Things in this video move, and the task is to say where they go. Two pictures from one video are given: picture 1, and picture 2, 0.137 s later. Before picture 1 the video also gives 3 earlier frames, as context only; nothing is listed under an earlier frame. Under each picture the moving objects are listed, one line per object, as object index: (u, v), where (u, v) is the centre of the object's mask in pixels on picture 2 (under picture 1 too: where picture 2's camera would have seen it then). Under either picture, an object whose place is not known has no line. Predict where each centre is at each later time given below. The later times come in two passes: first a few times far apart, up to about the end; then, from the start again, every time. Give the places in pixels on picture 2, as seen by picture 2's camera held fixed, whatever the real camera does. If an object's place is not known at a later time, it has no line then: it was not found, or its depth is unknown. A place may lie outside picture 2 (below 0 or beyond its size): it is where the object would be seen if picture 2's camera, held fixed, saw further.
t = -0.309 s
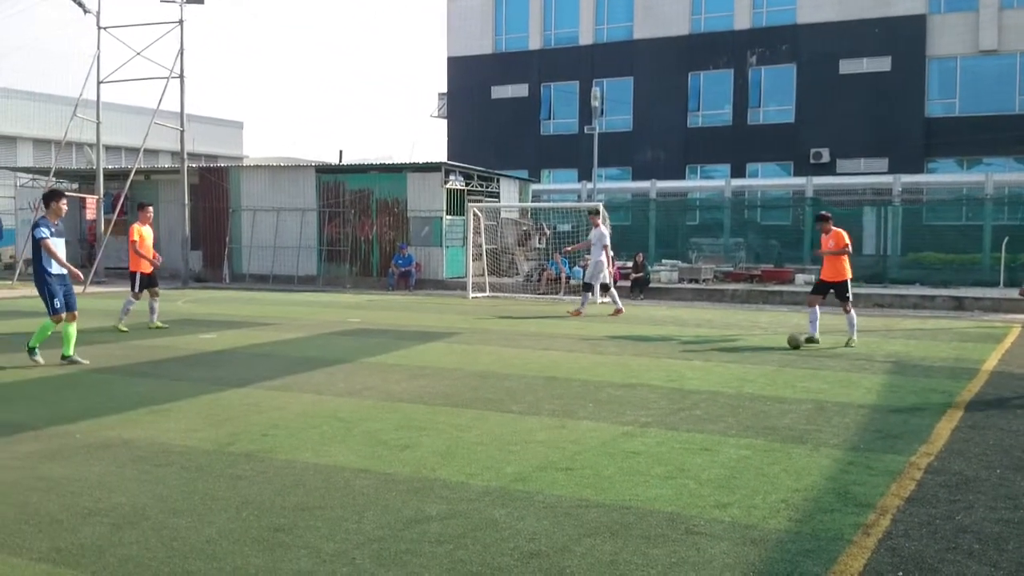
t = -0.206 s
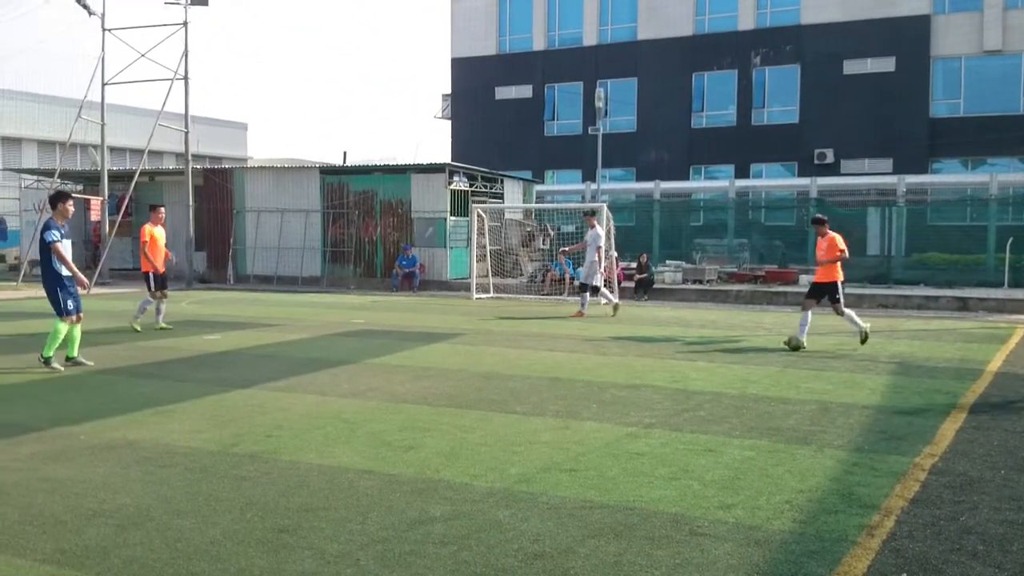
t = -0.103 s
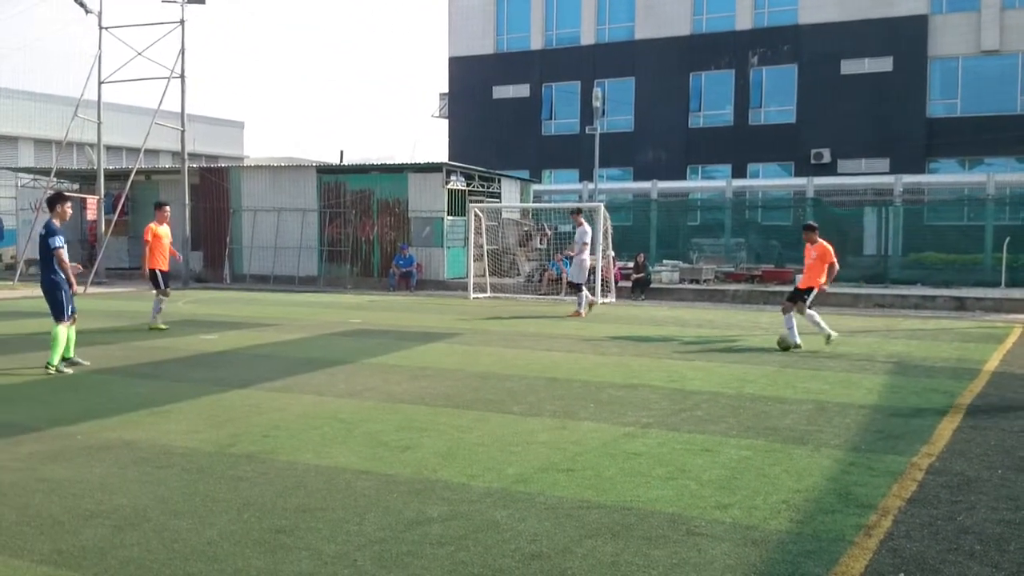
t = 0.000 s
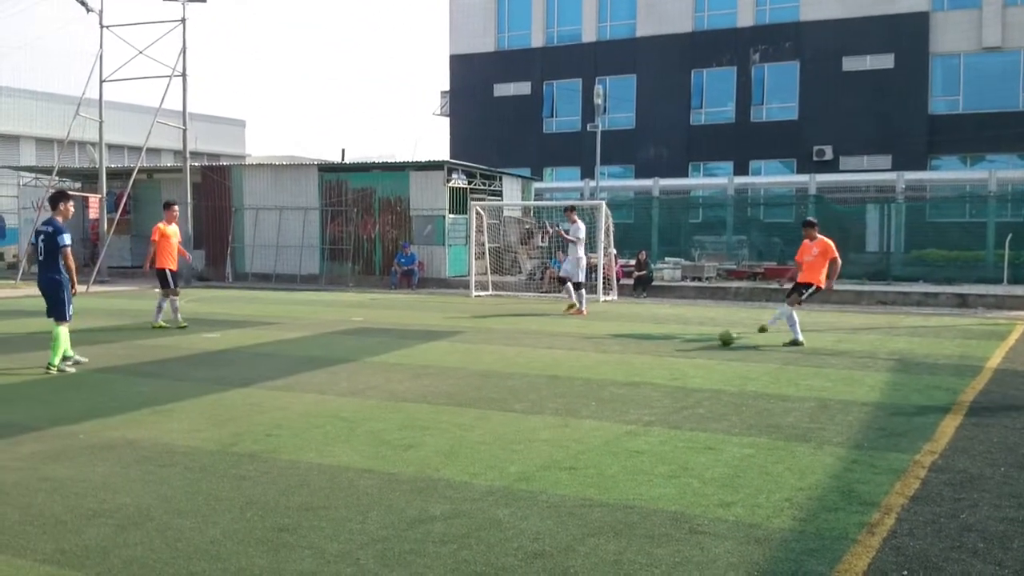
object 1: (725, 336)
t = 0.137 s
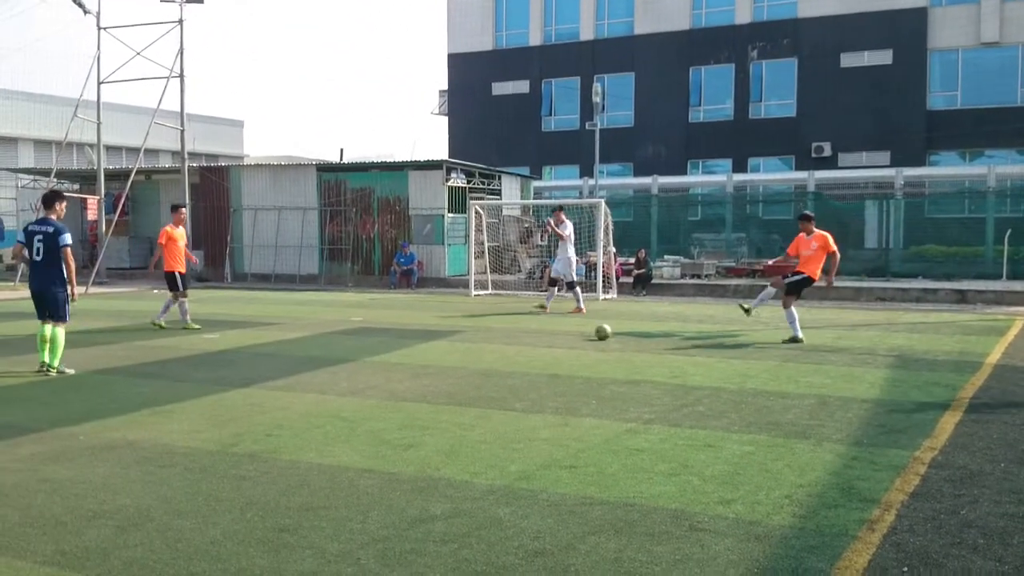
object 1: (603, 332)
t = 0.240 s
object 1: (523, 330)
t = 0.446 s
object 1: (384, 327)
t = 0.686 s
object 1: (257, 324)
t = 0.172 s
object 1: (575, 331)
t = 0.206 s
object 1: (548, 331)
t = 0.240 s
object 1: (523, 330)
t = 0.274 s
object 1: (497, 329)
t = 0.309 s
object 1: (472, 329)
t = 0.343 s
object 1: (449, 329)
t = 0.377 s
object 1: (426, 328)
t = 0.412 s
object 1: (404, 328)
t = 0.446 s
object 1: (384, 327)
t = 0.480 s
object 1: (363, 326)
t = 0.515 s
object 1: (344, 326)
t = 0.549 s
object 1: (325, 326)
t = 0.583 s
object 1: (308, 324)
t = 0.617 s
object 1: (290, 323)
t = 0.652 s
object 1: (273, 324)
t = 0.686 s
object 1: (257, 324)
